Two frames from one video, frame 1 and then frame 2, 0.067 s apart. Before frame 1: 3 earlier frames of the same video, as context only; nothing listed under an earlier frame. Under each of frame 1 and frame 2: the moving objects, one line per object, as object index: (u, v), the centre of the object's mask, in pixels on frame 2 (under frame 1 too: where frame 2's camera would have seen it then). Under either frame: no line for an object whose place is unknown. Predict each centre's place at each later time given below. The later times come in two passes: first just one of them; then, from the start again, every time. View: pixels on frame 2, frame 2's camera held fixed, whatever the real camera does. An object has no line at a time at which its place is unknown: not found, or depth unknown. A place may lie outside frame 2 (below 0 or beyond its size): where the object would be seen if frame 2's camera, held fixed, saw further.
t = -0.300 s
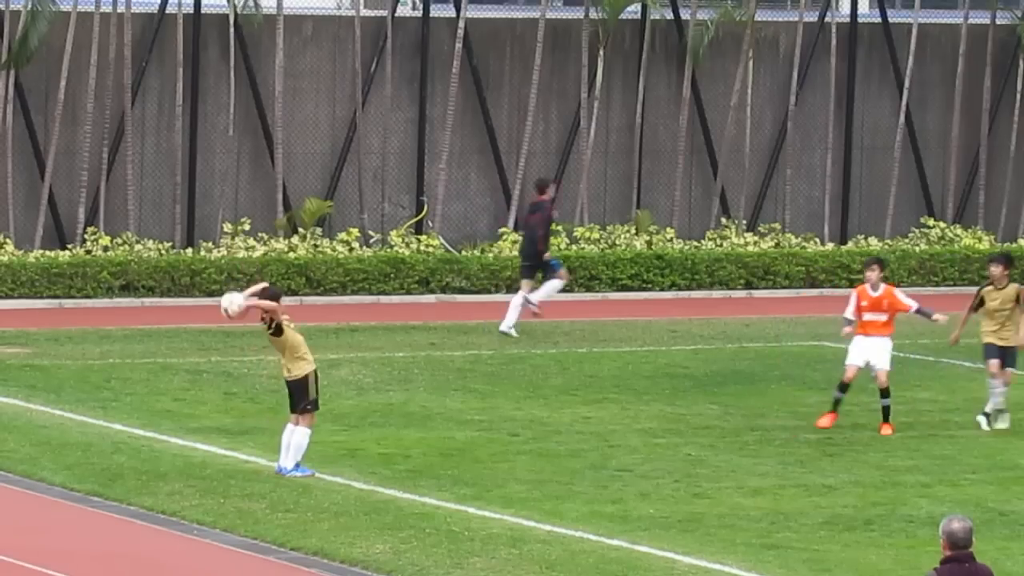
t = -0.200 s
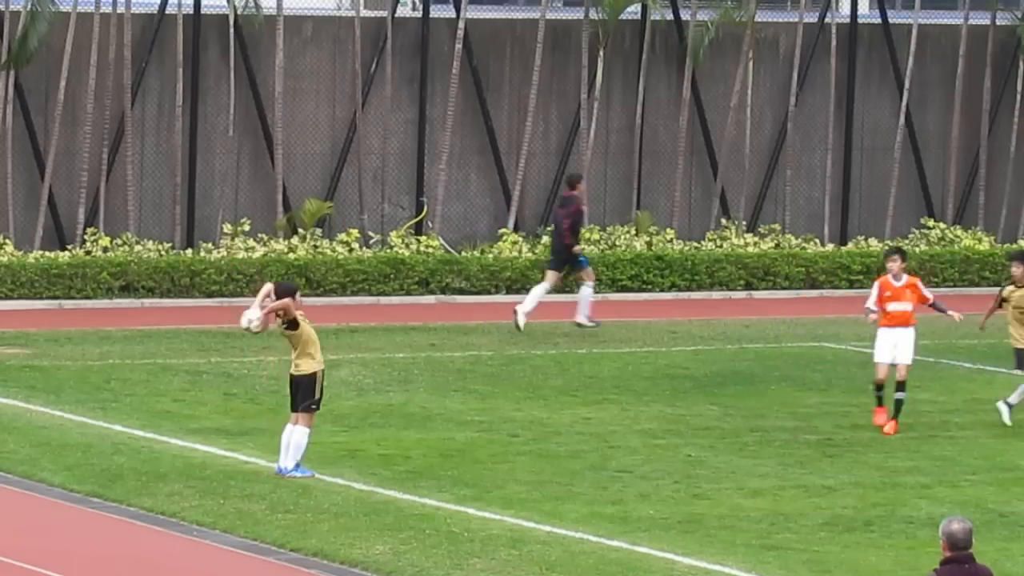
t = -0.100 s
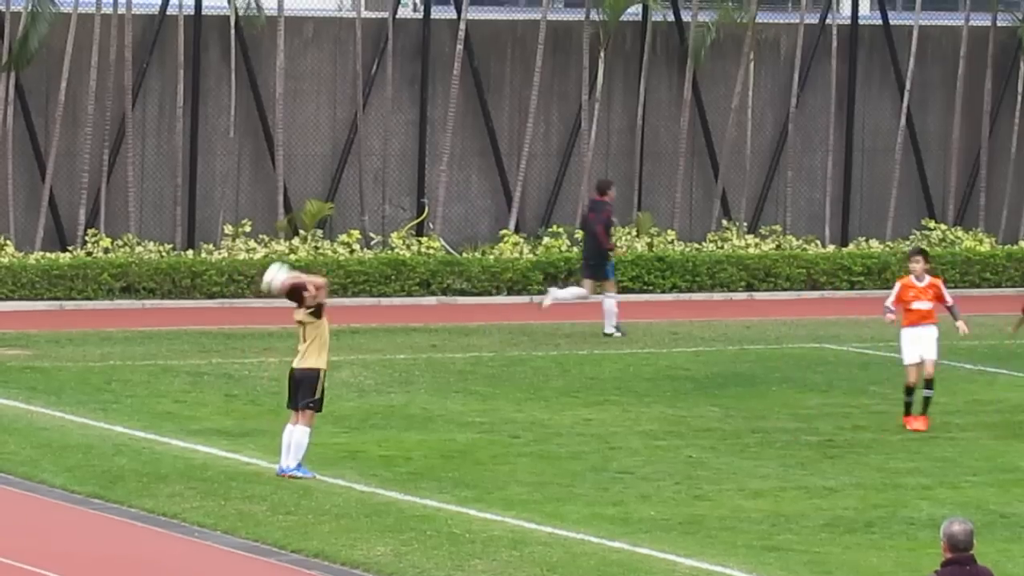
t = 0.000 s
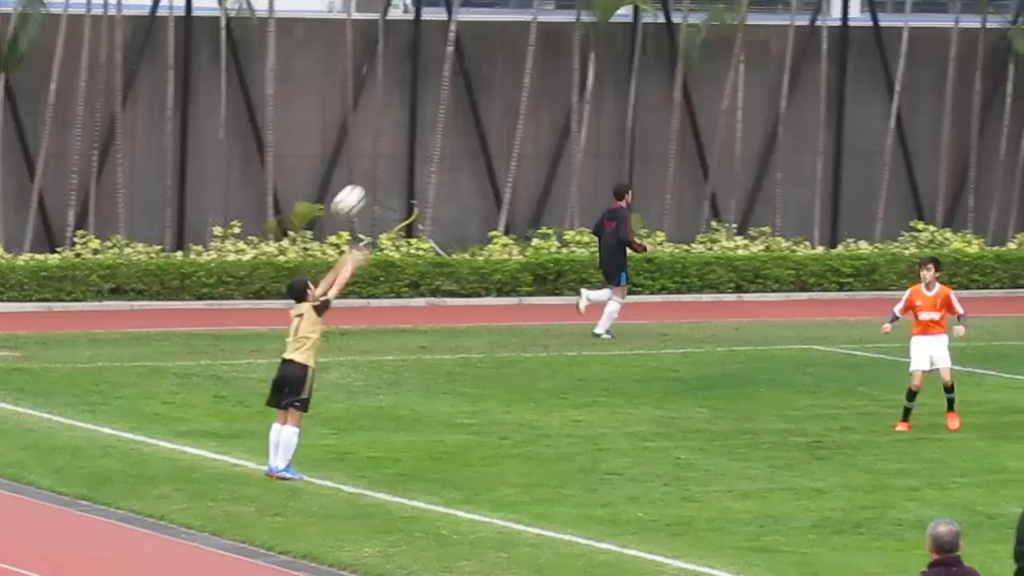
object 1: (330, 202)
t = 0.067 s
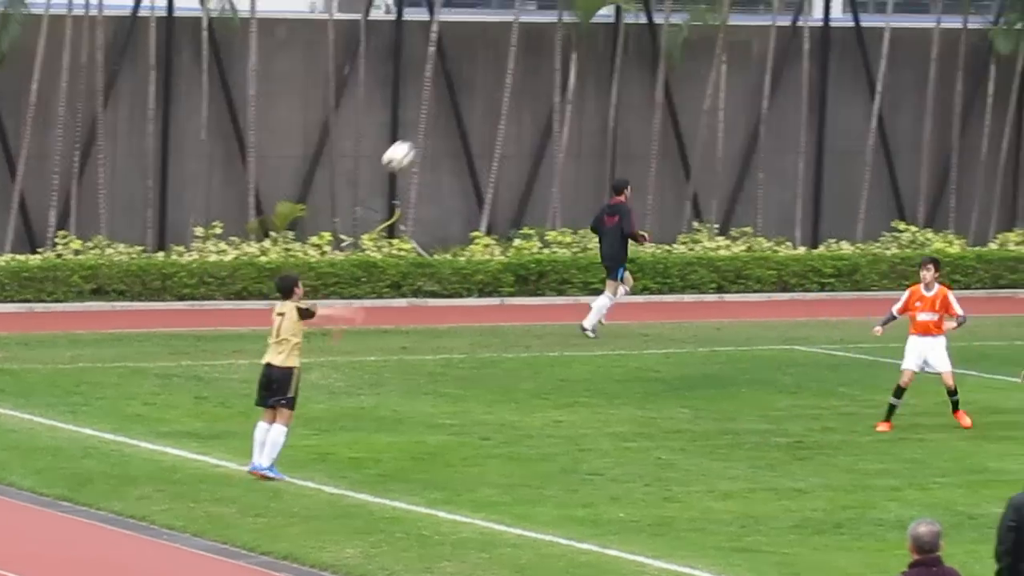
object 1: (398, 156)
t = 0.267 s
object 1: (594, 52)
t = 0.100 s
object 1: (432, 135)
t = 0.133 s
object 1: (465, 116)
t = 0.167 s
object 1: (498, 98)
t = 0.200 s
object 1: (531, 82)
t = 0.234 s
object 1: (563, 66)
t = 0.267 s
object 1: (594, 52)
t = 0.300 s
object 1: (625, 40)
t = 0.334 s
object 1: (656, 29)
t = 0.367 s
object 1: (686, 18)
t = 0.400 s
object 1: (716, 8)
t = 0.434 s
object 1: (746, 1)
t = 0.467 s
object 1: (776, -4)
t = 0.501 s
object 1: (805, -8)
